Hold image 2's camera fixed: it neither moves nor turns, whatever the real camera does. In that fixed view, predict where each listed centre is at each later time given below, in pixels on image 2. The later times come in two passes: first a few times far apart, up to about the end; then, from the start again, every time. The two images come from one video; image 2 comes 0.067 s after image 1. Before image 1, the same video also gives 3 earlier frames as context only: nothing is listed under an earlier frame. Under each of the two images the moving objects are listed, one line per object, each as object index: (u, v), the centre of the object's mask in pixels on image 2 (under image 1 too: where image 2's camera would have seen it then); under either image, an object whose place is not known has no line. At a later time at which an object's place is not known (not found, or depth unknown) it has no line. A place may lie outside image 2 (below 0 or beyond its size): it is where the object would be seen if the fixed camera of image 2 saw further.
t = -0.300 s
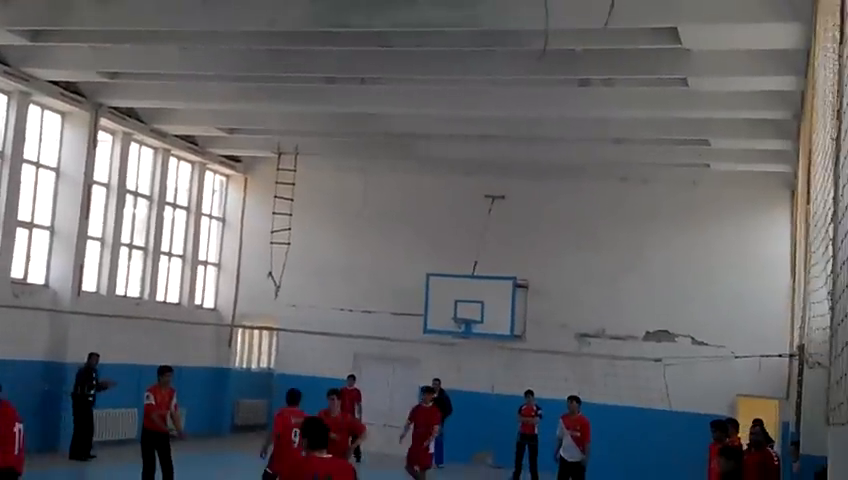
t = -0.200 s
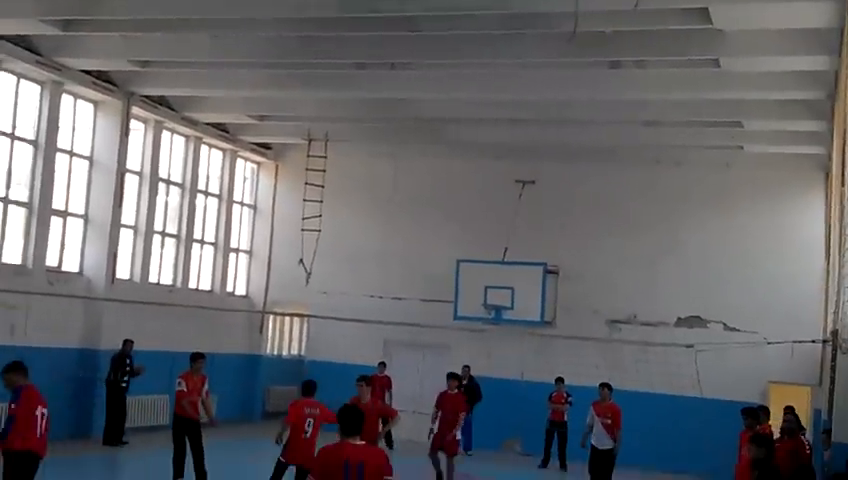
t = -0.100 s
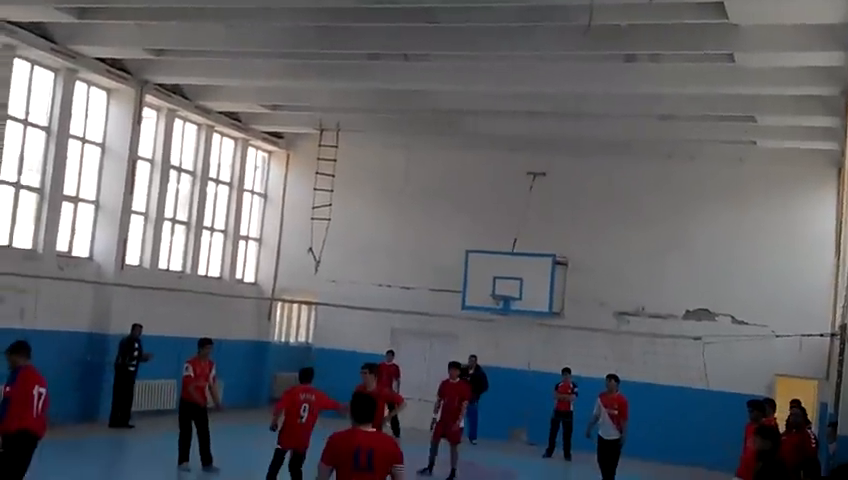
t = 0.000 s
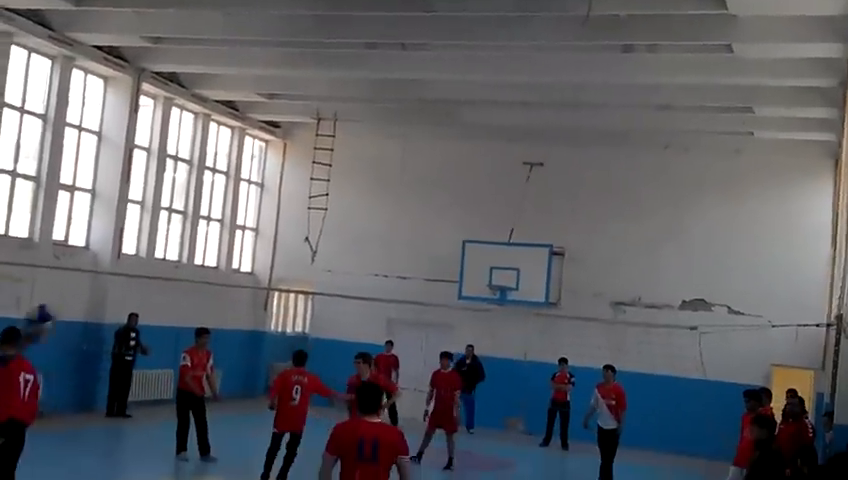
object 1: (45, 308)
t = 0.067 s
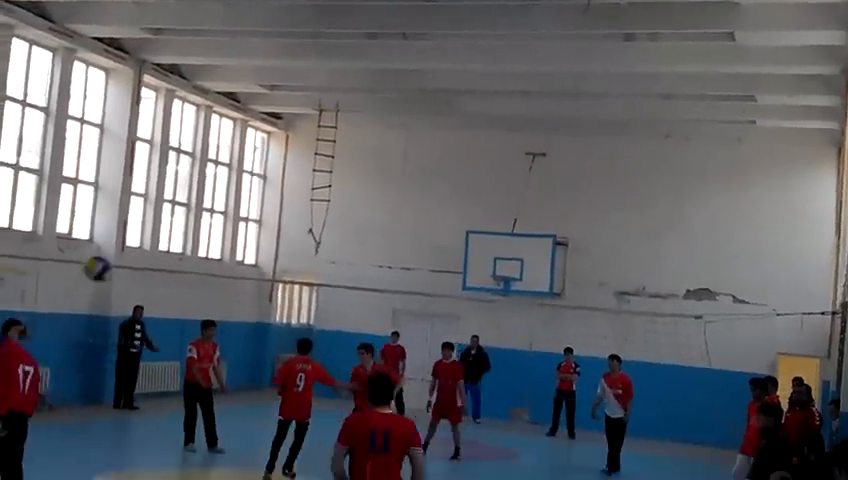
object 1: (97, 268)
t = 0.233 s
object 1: (196, 199)
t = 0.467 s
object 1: (287, 168)
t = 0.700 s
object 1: (345, 183)
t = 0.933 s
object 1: (385, 229)
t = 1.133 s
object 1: (409, 285)
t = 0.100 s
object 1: (118, 251)
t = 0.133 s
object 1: (142, 235)
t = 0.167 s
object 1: (160, 222)
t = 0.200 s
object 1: (180, 209)
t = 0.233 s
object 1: (196, 199)
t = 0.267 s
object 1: (211, 191)
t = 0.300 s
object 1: (227, 184)
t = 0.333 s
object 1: (240, 179)
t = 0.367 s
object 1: (253, 175)
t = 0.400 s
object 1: (265, 171)
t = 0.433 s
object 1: (275, 169)
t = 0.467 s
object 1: (287, 168)
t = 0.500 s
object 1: (297, 167)
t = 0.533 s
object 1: (306, 168)
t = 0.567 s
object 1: (315, 169)
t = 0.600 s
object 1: (323, 172)
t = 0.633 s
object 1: (331, 175)
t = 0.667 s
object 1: (338, 179)
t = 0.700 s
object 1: (345, 183)
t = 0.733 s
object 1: (353, 188)
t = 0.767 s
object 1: (359, 193)
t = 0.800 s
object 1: (365, 199)
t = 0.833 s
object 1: (371, 206)
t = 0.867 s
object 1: (376, 213)
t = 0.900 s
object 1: (381, 221)
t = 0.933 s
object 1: (385, 229)
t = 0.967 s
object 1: (390, 238)
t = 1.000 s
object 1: (394, 247)
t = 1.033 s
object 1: (398, 256)
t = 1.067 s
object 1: (402, 265)
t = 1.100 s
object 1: (405, 275)
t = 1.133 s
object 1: (409, 285)
